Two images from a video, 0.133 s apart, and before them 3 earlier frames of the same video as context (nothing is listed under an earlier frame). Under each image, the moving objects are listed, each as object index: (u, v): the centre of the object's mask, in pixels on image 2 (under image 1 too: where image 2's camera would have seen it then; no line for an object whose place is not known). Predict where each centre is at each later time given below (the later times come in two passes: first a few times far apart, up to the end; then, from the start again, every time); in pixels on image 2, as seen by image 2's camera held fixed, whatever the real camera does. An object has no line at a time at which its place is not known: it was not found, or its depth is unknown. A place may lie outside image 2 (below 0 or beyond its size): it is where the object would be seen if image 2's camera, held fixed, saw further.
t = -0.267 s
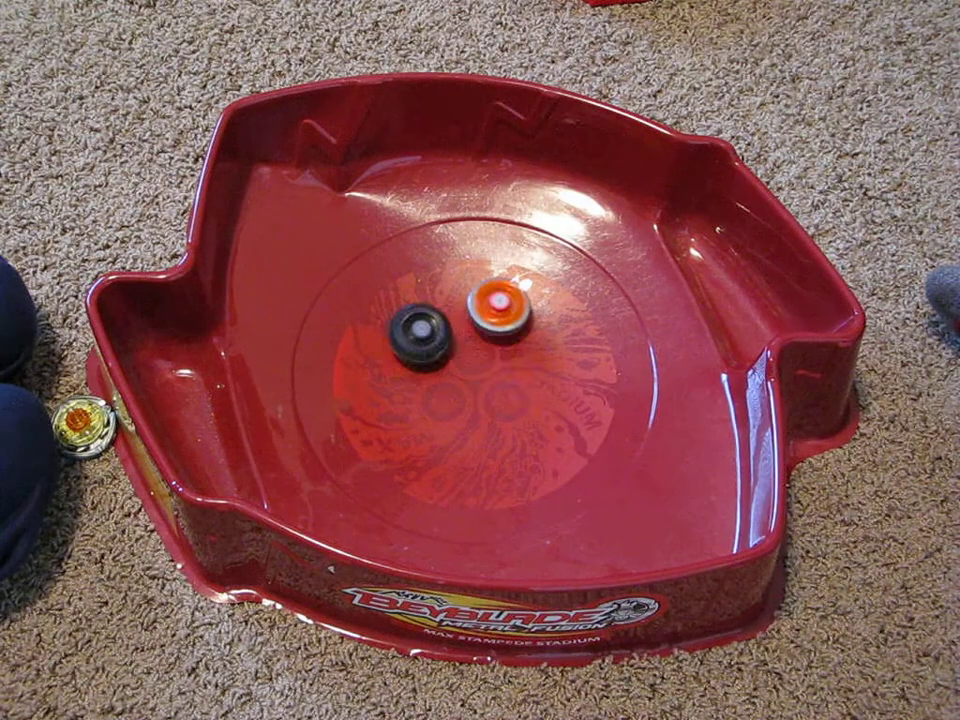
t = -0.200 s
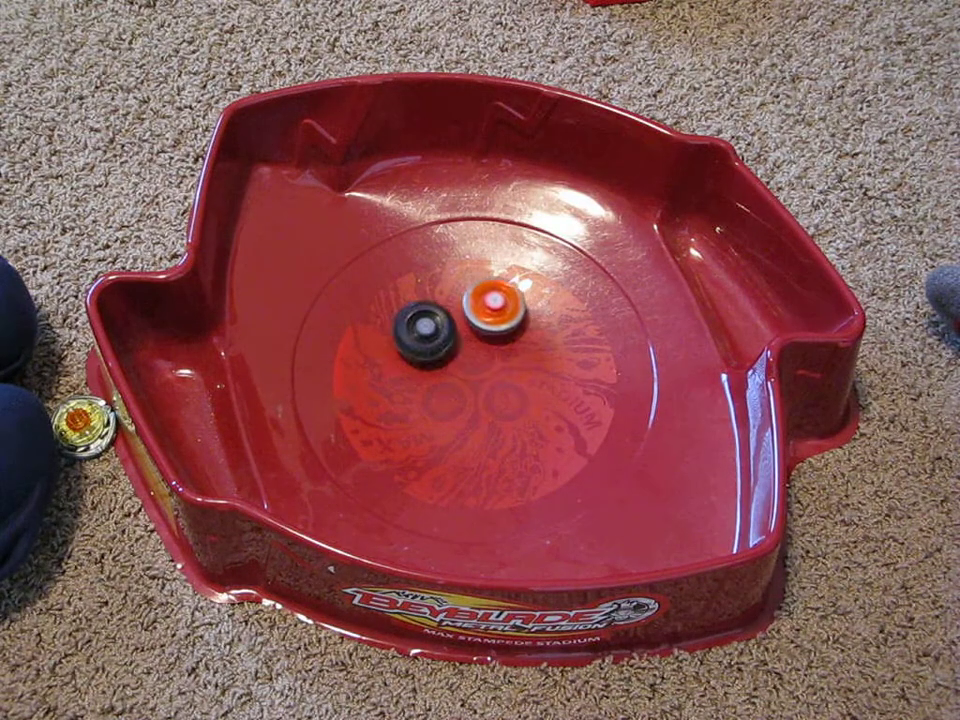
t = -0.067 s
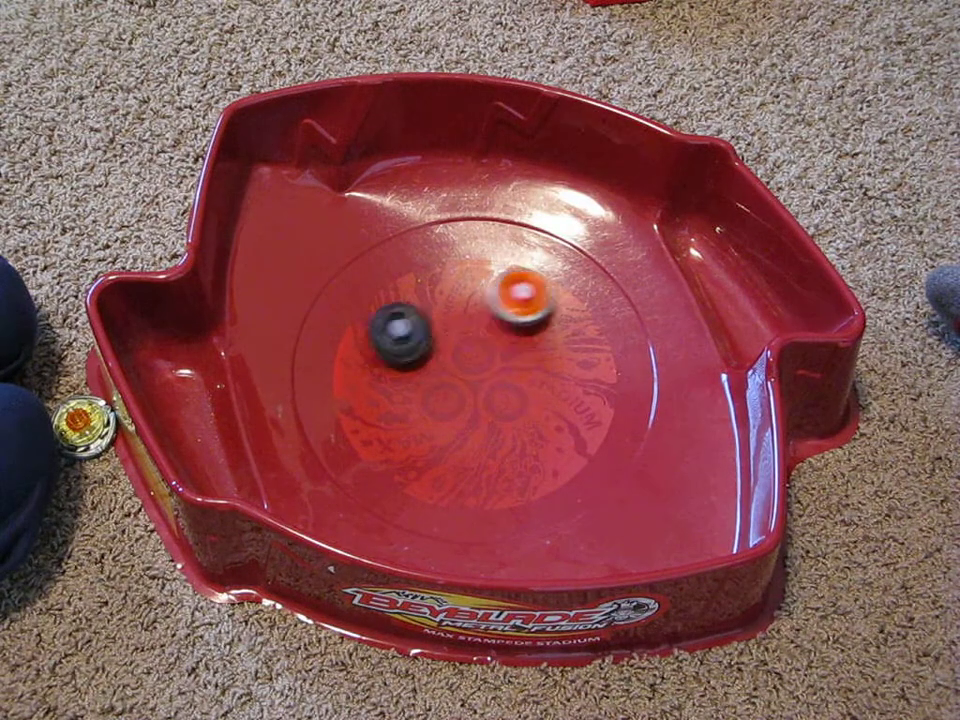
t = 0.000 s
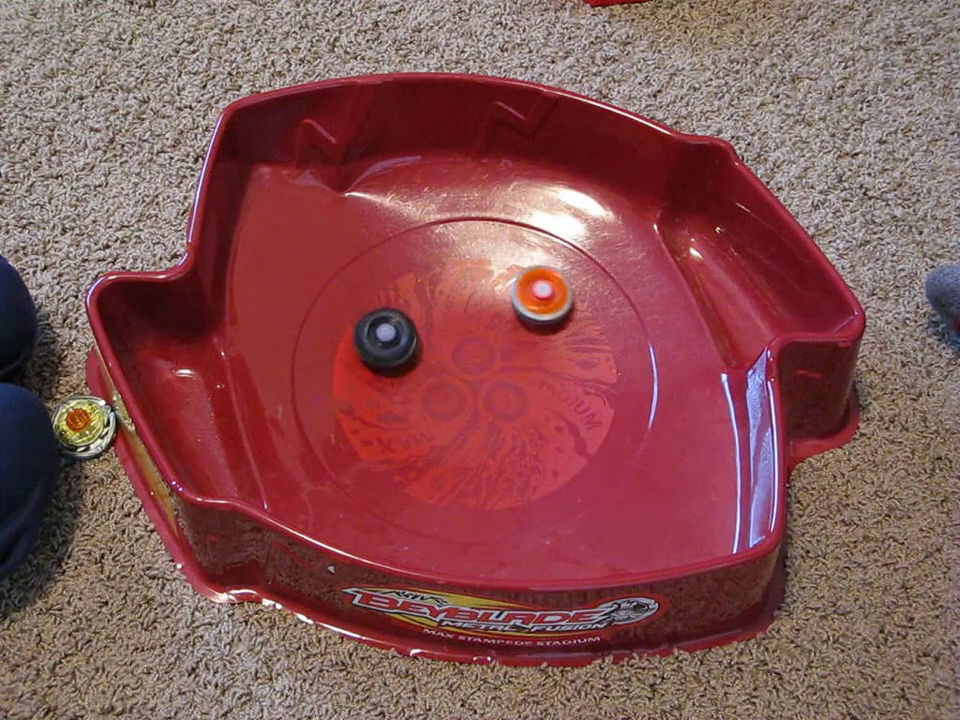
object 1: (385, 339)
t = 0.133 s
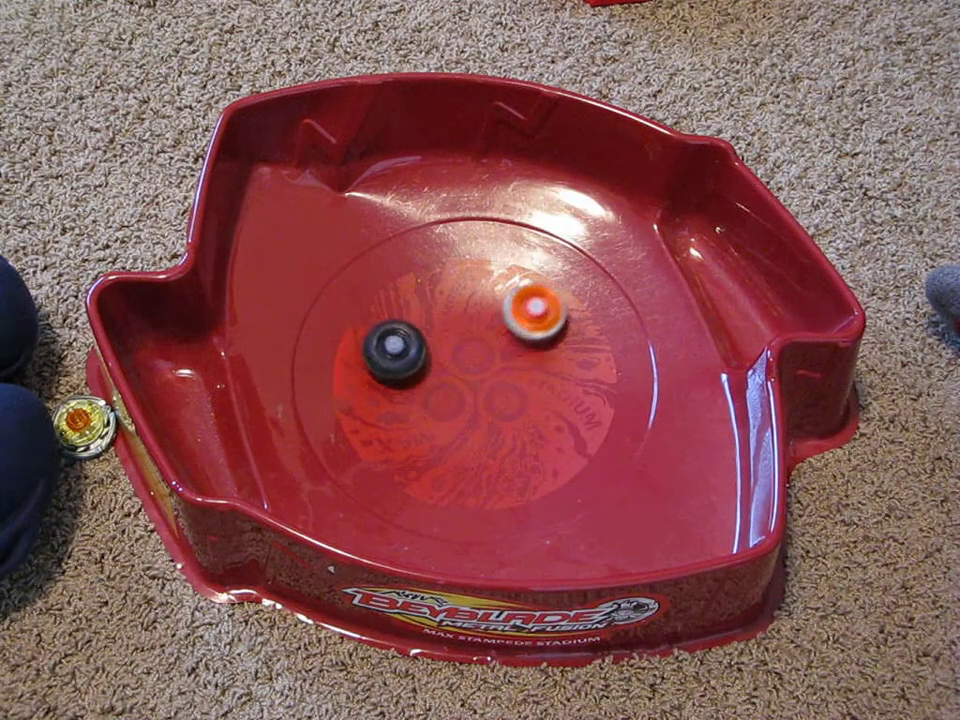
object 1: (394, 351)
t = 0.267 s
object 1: (406, 358)
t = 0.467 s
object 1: (420, 362)
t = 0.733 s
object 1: (436, 367)
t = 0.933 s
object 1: (448, 375)
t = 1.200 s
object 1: (457, 389)
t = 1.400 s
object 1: (460, 399)
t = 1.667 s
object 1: (458, 409)
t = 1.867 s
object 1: (452, 412)
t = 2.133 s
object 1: (441, 412)
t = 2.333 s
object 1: (433, 407)
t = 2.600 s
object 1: (409, 405)
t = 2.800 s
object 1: (403, 425)
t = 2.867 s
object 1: (411, 428)
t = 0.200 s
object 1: (400, 355)
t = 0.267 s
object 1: (406, 358)
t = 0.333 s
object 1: (411, 359)
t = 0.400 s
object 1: (415, 359)
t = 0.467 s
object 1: (420, 362)
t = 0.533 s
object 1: (424, 363)
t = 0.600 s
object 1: (429, 365)
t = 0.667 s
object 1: (433, 366)
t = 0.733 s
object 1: (436, 367)
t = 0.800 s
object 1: (441, 370)
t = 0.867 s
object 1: (445, 372)
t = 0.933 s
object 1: (448, 375)
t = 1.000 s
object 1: (452, 378)
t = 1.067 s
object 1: (454, 382)
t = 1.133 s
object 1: (456, 385)
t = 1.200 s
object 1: (457, 389)
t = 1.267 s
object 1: (459, 393)
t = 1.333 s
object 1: (459, 396)
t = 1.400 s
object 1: (460, 399)
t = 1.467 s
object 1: (460, 402)
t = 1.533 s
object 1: (460, 404)
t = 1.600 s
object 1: (459, 407)
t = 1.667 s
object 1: (458, 409)
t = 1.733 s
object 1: (457, 411)
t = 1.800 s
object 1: (454, 412)
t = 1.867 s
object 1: (452, 412)
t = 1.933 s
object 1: (449, 413)
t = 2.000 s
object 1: (446, 413)
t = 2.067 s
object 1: (443, 413)
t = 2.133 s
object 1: (441, 412)
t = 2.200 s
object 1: (438, 410)
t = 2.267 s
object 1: (435, 408)
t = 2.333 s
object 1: (433, 407)
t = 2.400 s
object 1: (430, 404)
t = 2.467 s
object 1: (429, 401)
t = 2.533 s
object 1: (427, 398)
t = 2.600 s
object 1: (409, 405)
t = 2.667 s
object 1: (394, 414)
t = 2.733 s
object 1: (396, 420)
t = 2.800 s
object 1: (403, 425)
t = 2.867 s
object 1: (411, 428)
